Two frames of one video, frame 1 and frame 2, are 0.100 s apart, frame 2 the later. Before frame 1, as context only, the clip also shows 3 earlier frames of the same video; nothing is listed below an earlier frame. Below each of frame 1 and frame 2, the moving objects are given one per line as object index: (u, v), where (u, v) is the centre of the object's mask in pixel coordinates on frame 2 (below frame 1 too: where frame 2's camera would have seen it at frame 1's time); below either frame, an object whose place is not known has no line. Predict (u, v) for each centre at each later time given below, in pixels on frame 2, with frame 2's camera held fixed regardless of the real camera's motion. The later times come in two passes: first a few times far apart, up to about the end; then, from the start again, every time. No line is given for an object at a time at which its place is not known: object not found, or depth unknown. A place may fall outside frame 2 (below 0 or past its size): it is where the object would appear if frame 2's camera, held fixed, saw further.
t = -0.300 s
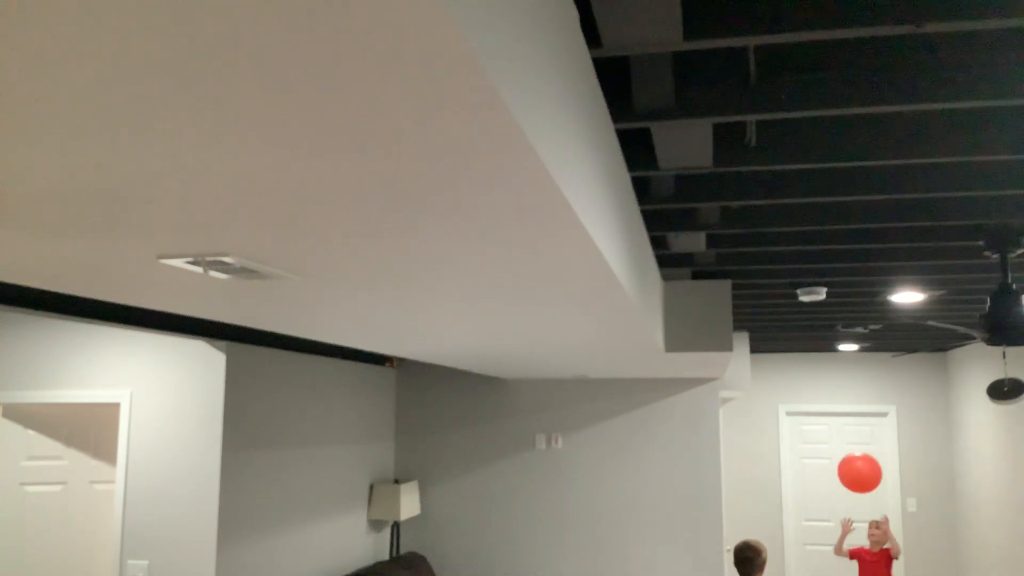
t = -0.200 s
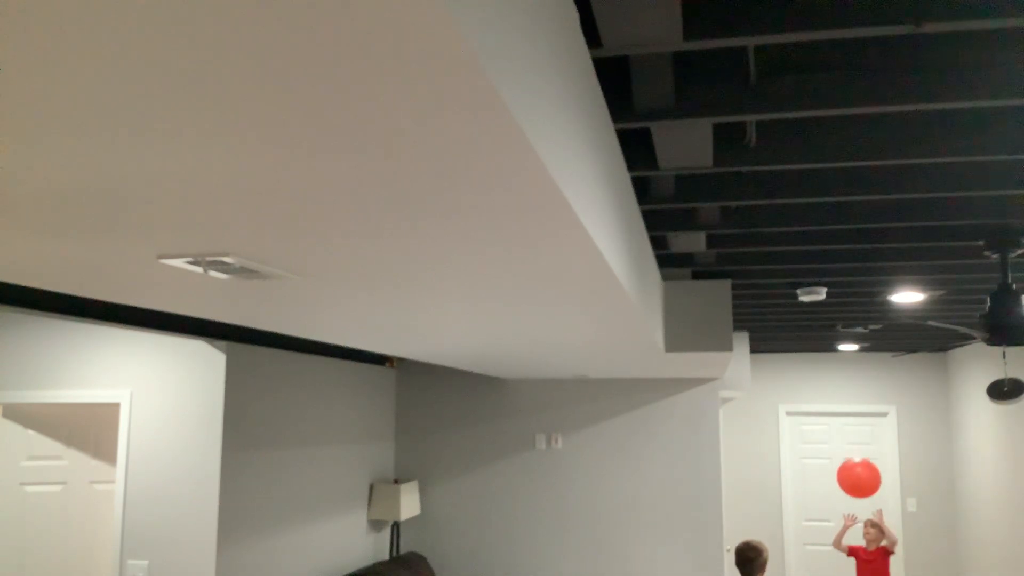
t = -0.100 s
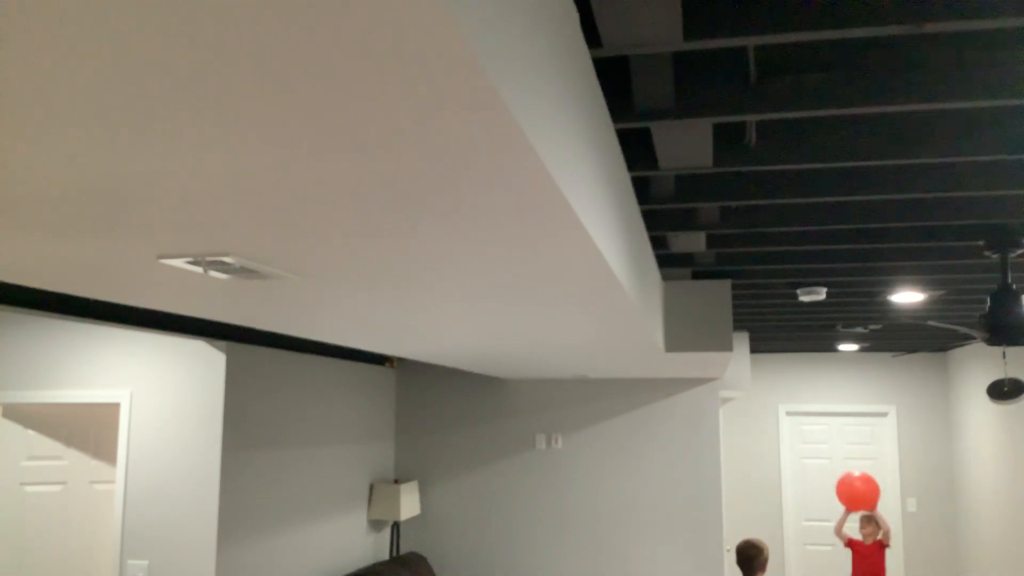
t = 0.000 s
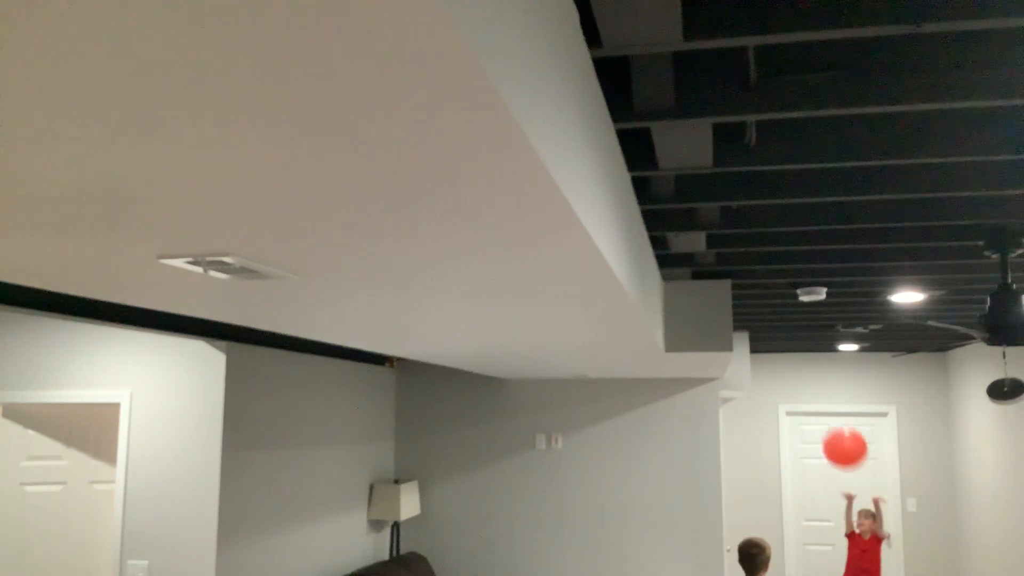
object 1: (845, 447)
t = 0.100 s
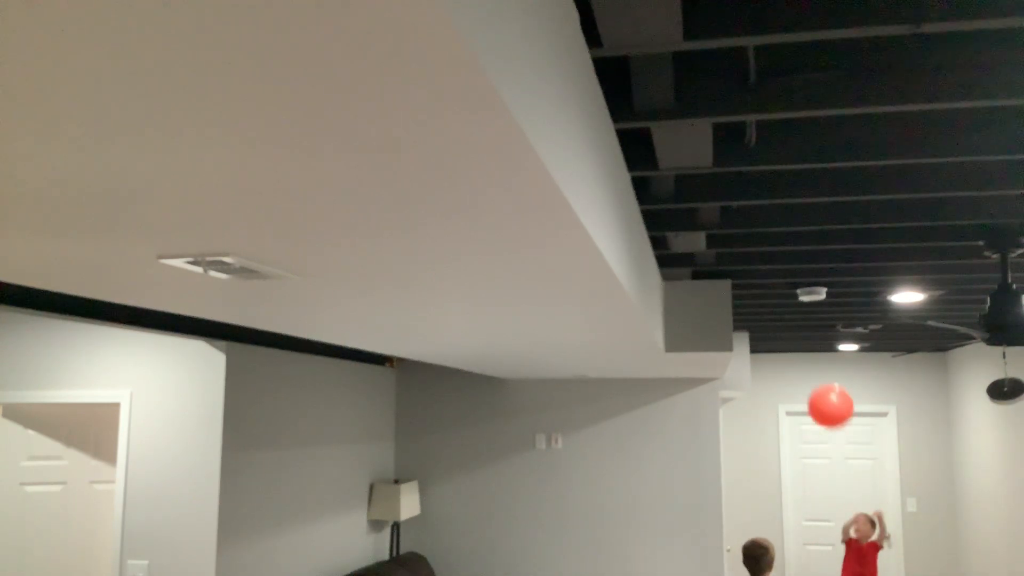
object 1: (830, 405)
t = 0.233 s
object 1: (811, 369)
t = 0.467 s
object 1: (776, 359)
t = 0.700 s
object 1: (740, 430)
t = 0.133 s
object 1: (826, 395)
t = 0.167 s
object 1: (821, 385)
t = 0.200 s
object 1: (816, 377)
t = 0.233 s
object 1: (811, 369)
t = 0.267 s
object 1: (806, 363)
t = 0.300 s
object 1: (802, 359)
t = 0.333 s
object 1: (797, 356)
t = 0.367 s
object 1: (791, 355)
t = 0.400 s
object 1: (787, 355)
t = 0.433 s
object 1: (781, 356)
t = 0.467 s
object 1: (776, 359)
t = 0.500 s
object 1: (771, 364)
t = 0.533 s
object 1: (766, 371)
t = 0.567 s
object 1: (761, 378)
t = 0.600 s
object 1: (756, 389)
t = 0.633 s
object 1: (751, 401)
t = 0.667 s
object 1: (745, 414)
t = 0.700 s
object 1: (740, 430)
